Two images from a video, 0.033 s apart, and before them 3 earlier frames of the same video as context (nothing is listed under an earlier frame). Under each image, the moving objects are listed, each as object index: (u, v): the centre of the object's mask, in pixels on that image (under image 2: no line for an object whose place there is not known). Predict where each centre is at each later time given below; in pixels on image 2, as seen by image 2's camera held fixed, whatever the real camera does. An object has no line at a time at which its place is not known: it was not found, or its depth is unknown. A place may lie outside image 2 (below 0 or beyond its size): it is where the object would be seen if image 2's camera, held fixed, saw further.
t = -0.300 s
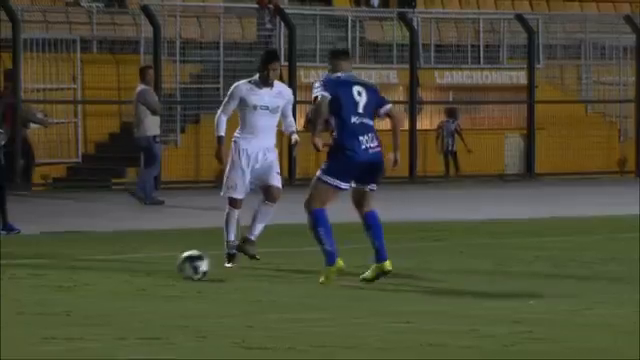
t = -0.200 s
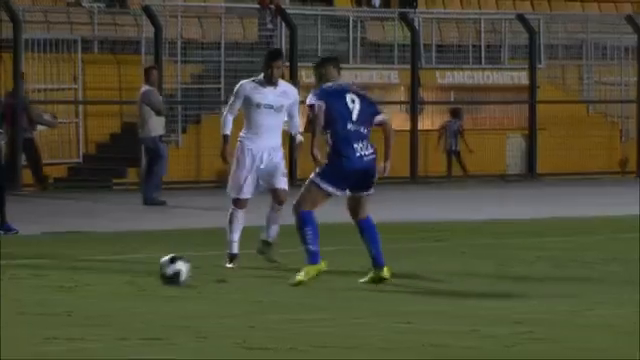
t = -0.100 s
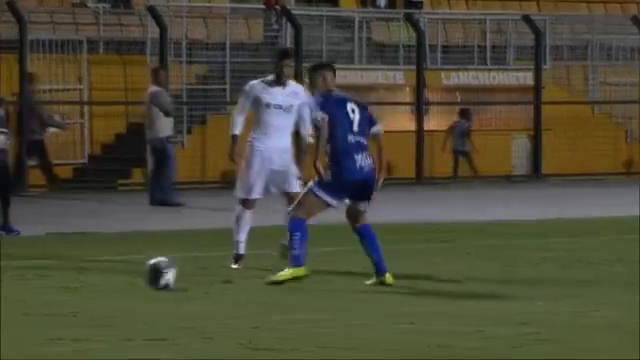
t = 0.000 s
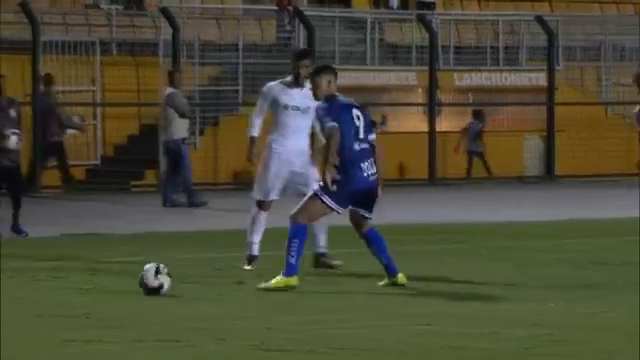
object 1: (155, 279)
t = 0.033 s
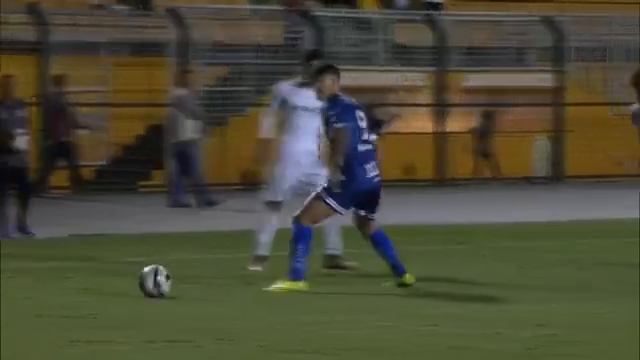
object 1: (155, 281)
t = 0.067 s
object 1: (150, 282)
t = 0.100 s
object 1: (145, 283)
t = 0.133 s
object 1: (143, 283)
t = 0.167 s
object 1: (136, 283)
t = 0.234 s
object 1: (125, 285)
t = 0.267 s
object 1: (115, 287)
